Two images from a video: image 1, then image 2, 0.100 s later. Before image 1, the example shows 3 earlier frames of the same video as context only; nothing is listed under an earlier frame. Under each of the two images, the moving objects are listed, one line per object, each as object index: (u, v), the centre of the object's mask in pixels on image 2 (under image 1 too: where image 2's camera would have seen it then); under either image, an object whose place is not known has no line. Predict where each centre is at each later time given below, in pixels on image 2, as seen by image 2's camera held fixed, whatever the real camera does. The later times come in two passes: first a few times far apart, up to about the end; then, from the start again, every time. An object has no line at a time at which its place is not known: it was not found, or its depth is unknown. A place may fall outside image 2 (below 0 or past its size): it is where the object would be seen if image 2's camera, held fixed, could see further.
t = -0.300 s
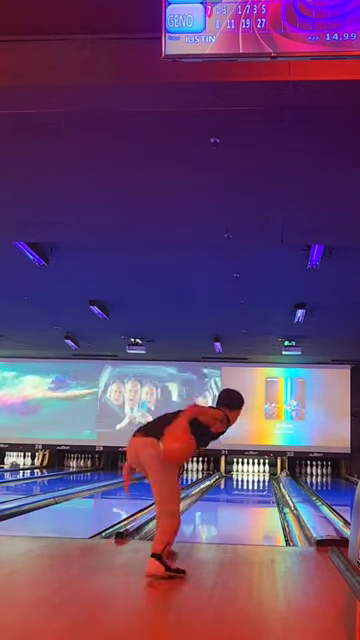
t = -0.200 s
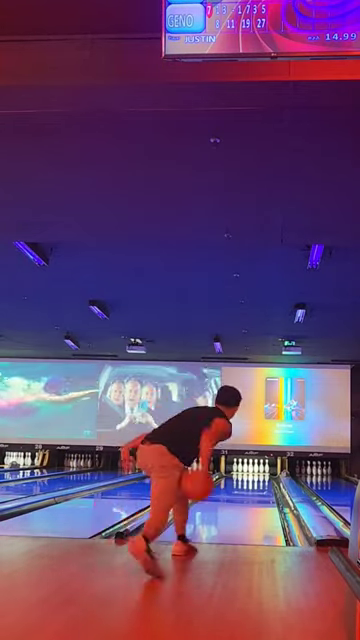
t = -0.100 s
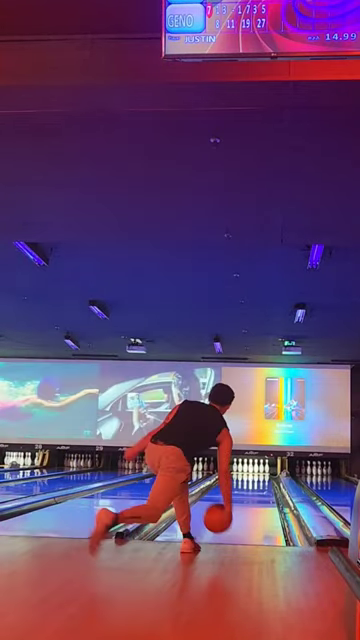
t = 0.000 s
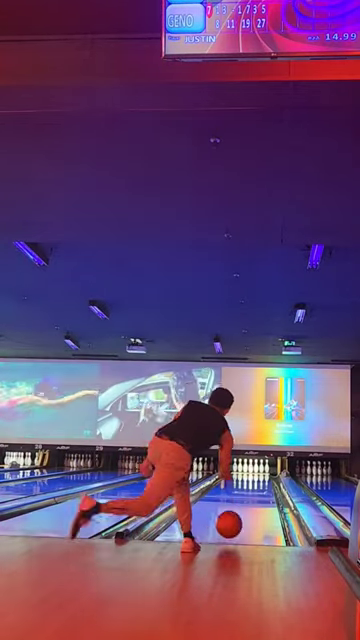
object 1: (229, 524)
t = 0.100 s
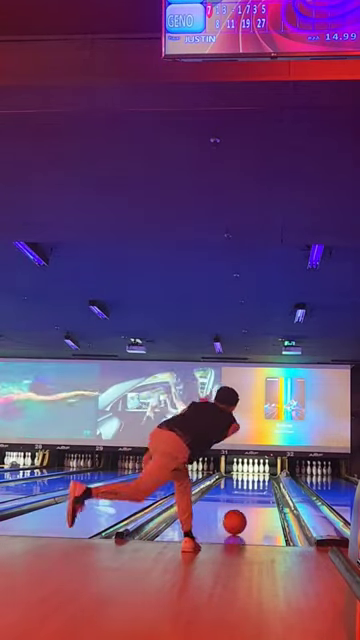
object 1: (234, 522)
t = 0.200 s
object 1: (239, 515)
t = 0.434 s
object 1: (246, 503)
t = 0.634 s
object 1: (250, 496)
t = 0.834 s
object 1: (253, 491)
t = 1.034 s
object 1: (255, 486)
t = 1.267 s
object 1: (257, 482)
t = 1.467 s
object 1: (257, 480)
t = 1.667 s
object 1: (257, 477)
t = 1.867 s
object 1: (257, 475)
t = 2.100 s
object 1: (256, 473)
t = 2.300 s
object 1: (255, 471)
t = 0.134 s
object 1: (236, 519)
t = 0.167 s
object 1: (237, 517)
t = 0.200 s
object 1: (239, 515)
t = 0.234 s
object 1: (240, 513)
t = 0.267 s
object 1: (241, 511)
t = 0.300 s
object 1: (242, 509)
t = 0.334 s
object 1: (243, 507)
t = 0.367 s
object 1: (244, 506)
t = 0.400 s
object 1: (245, 504)
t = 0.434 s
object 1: (246, 503)
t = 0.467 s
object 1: (247, 502)
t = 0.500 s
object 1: (248, 500)
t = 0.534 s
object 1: (248, 499)
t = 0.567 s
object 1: (249, 498)
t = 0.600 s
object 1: (249, 497)
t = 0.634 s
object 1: (250, 496)
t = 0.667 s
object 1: (251, 495)
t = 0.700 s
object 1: (251, 494)
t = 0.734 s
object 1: (252, 493)
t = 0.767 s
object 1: (252, 493)
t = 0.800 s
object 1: (253, 491)
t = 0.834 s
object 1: (253, 491)
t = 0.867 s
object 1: (253, 490)
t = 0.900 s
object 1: (253, 489)
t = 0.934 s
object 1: (254, 488)
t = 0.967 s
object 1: (254, 488)
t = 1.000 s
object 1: (254, 487)
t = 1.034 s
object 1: (255, 486)
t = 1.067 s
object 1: (255, 486)
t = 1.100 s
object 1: (255, 485)
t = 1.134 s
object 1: (256, 484)
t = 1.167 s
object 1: (256, 483)
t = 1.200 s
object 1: (256, 483)
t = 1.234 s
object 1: (256, 482)
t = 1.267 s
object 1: (257, 482)
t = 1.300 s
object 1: (257, 482)
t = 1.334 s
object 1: (257, 482)
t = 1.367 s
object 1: (257, 481)
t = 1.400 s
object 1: (257, 481)
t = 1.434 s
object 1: (257, 480)
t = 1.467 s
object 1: (257, 480)
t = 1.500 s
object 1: (257, 479)
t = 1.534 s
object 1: (257, 479)
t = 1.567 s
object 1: (257, 478)
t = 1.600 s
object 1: (257, 477)
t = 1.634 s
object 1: (257, 478)
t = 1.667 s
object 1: (257, 477)
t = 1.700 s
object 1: (257, 476)
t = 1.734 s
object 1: (257, 476)
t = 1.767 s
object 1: (257, 475)
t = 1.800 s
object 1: (257, 475)
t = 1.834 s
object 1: (257, 475)
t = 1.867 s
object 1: (257, 475)
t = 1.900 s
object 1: (257, 474)
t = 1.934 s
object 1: (257, 474)
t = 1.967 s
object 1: (257, 474)
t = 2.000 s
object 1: (256, 474)
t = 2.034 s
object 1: (256, 473)
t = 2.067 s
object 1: (256, 473)
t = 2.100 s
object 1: (256, 473)
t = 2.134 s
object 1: (256, 473)
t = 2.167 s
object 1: (256, 472)
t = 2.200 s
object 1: (256, 472)
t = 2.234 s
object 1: (255, 472)
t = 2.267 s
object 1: (255, 472)
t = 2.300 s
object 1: (255, 471)
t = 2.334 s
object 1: (255, 471)
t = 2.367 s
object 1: (255, 471)
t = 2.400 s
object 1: (255, 470)
